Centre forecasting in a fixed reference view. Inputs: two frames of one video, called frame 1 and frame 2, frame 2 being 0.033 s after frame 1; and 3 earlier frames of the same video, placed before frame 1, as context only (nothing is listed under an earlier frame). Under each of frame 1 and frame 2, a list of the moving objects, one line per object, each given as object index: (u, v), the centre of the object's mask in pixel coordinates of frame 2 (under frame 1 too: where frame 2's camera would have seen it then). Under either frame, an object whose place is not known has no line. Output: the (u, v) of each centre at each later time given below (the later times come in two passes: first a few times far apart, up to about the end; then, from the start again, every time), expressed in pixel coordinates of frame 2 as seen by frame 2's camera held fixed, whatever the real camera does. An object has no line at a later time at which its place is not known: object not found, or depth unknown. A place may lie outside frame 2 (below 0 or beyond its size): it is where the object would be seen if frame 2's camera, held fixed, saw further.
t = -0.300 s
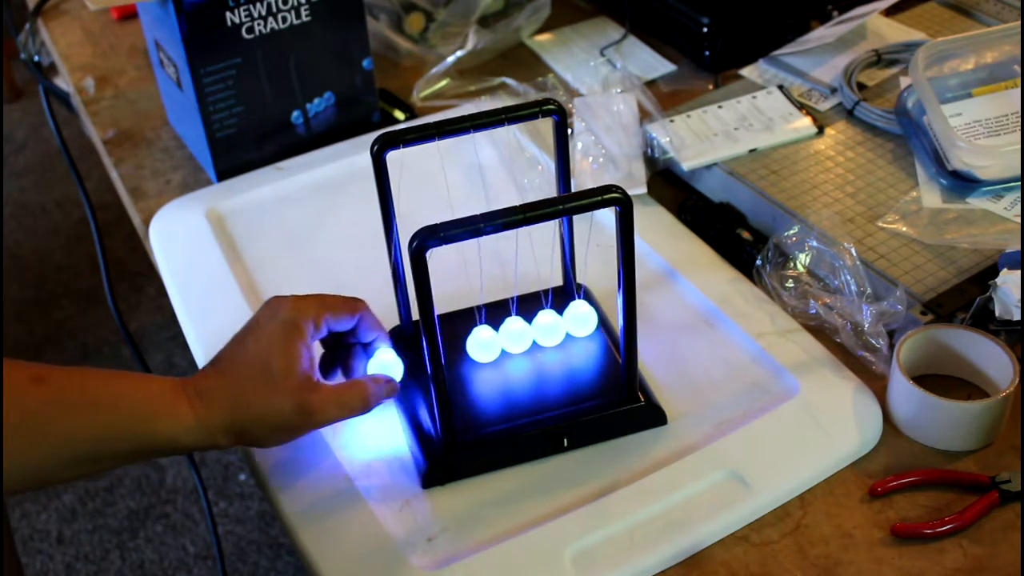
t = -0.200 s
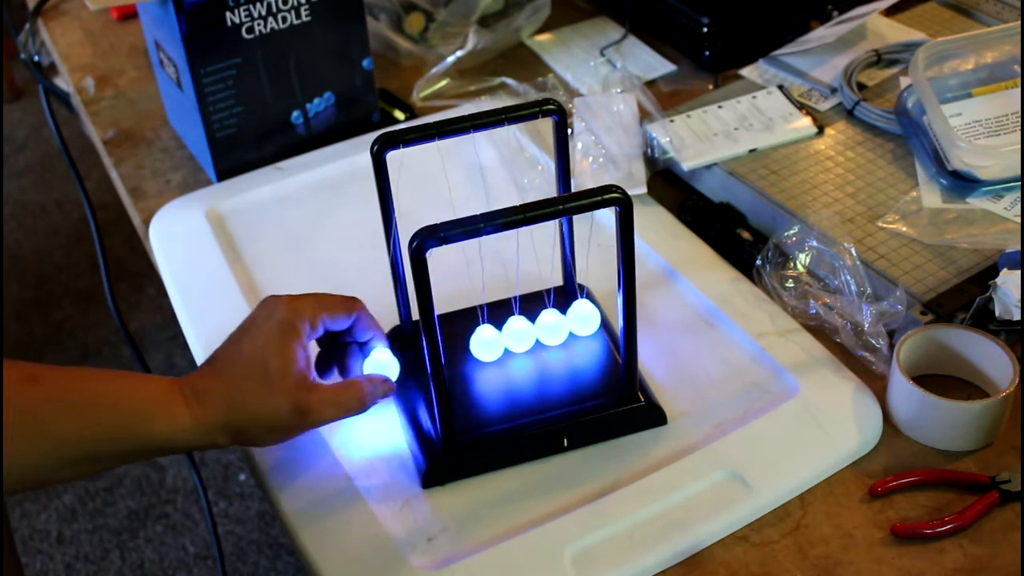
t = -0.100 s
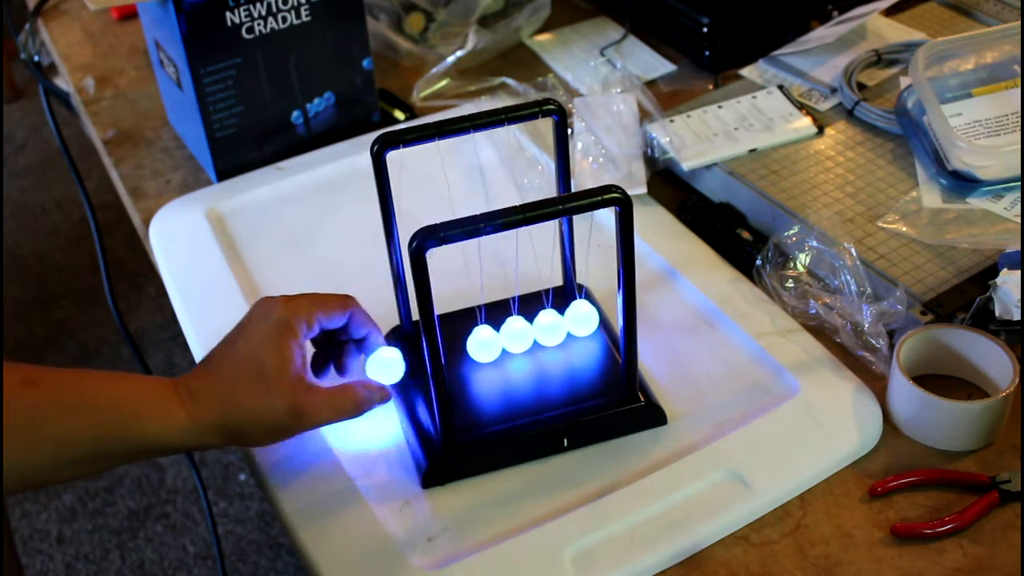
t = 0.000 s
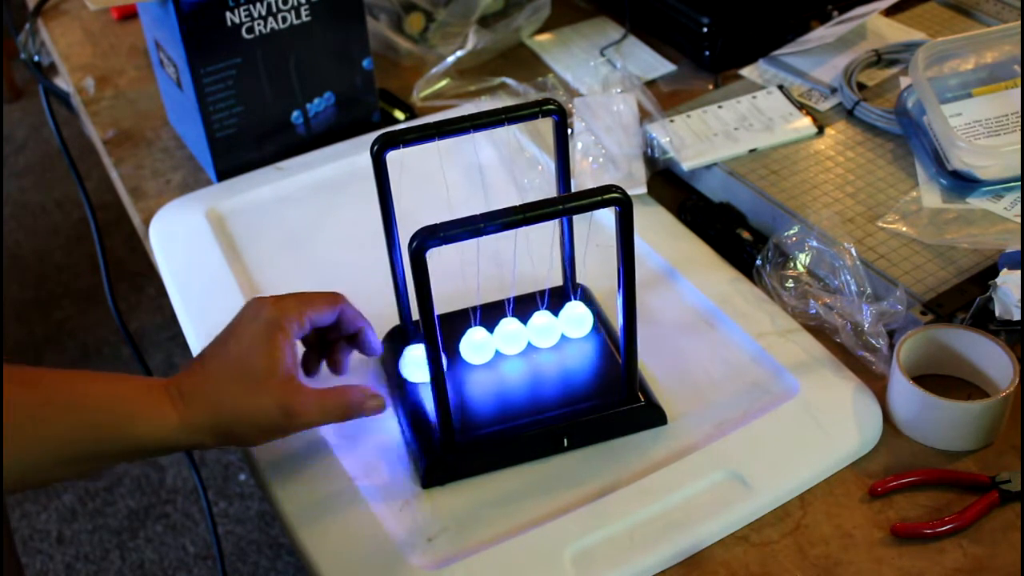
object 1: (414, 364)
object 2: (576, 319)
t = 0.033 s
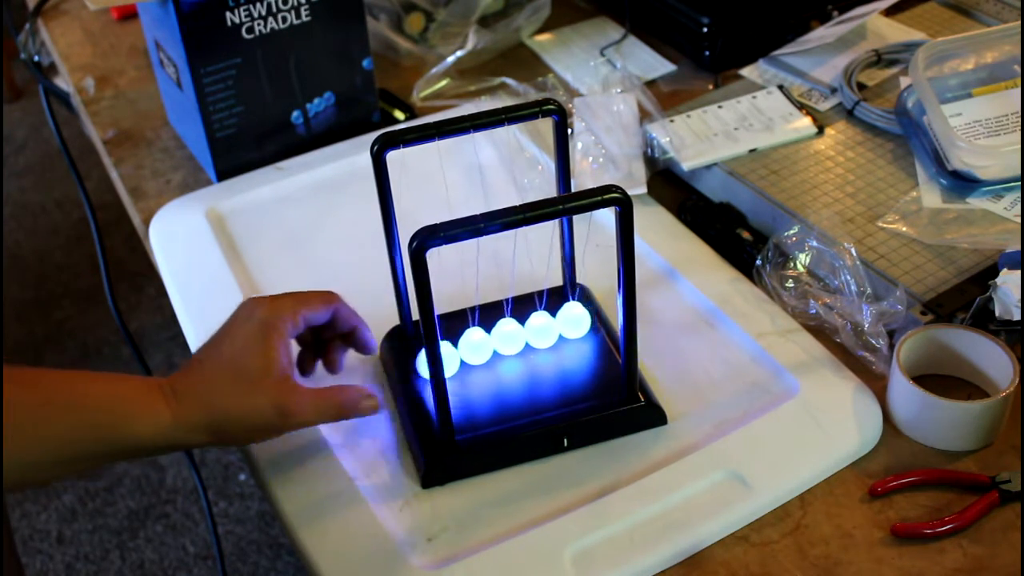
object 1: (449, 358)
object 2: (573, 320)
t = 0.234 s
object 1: (448, 360)
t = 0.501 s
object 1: (413, 364)
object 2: (581, 318)
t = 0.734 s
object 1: (408, 365)
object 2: (577, 319)
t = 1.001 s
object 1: (449, 359)
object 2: (612, 303)
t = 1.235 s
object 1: (450, 358)
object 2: (580, 318)
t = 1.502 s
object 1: (411, 365)
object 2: (576, 319)
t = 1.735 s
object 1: (449, 358)
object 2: (606, 309)
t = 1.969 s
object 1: (452, 357)
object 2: (582, 318)
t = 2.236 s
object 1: (410, 364)
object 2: (576, 319)
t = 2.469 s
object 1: (450, 358)
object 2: (596, 313)
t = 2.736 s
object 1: (452, 357)
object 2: (583, 317)
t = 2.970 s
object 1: (413, 364)
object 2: (575, 319)
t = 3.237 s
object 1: (451, 358)
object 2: (591, 315)
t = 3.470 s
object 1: (452, 358)
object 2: (590, 315)
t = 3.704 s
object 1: (416, 364)
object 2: (575, 320)
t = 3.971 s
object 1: (451, 358)
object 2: (580, 318)
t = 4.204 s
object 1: (452, 357)
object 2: (594, 314)
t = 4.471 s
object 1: (419, 364)
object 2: (574, 320)
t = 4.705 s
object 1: (451, 358)
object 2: (575, 320)
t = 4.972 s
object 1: (452, 357)
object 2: (591, 315)
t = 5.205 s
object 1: (422, 364)
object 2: (573, 320)
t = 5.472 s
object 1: (450, 358)
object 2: (575, 320)
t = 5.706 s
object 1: (453, 357)
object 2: (590, 315)
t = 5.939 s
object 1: (449, 359)
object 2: (573, 320)
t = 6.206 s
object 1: (448, 359)
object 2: (575, 320)
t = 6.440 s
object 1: (453, 357)
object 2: (586, 317)
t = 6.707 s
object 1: (450, 358)
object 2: (572, 320)
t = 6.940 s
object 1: (447, 359)
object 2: (573, 320)
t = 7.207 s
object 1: (454, 357)
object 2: (583, 317)
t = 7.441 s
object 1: (450, 358)
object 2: (576, 319)
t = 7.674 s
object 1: (448, 359)
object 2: (572, 320)
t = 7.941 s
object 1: (454, 357)
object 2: (581, 318)
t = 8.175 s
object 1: (451, 358)
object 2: (577, 319)
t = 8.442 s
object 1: (449, 359)
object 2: (572, 320)
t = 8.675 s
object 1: (453, 357)
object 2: (581, 318)
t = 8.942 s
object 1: (451, 358)
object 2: (575, 319)
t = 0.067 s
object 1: (449, 358)
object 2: (582, 317)
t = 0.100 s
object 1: (448, 359)
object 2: (597, 313)
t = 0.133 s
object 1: (448, 360)
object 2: (605, 309)
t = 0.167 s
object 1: (448, 358)
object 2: (611, 304)
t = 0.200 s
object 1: (448, 359)
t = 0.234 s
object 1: (448, 360)
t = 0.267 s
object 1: (448, 359)
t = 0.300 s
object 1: (449, 358)
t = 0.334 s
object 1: (450, 358)
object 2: (608, 306)
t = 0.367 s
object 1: (451, 359)
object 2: (602, 311)
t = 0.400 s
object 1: (452, 358)
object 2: (590, 315)
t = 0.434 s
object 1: (452, 358)
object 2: (580, 318)
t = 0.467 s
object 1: (419, 363)
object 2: (580, 318)
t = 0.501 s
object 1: (413, 364)
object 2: (581, 318)
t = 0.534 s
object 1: (406, 366)
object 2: (582, 318)
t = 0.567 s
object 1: (397, 365)
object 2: (583, 318)
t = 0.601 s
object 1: (391, 366)
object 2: (582, 317)
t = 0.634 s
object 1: (390, 366)
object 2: (582, 318)
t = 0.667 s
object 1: (393, 366)
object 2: (580, 318)
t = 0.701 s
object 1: (399, 365)
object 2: (579, 319)
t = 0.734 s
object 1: (408, 365)
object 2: (577, 319)
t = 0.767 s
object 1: (415, 365)
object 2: (575, 319)
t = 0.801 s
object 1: (449, 359)
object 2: (574, 320)
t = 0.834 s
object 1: (449, 359)
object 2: (578, 318)
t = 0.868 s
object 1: (449, 358)
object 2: (590, 315)
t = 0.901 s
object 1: (449, 359)
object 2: (600, 311)
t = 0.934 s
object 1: (449, 359)
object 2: (606, 308)
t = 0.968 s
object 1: (449, 359)
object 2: (610, 305)
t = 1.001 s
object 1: (449, 359)
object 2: (612, 303)
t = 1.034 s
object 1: (449, 359)
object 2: (612, 303)
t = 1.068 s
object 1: (449, 358)
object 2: (611, 305)
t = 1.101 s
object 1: (450, 358)
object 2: (607, 307)
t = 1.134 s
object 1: (451, 358)
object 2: (601, 311)
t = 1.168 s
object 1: (451, 358)
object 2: (591, 315)
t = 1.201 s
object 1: (452, 357)
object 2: (582, 318)
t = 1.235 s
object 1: (450, 358)
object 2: (580, 318)
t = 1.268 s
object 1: (417, 364)
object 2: (580, 318)
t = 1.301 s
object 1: (413, 365)
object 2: (581, 318)
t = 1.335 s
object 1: (407, 365)
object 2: (580, 318)
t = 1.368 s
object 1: (401, 365)
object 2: (580, 318)
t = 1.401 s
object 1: (399, 366)
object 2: (579, 318)
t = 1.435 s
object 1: (400, 365)
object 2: (578, 319)
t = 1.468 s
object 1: (405, 365)
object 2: (577, 319)
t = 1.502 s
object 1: (411, 365)
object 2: (576, 319)
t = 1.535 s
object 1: (416, 364)
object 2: (575, 319)
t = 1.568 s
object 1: (448, 359)
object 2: (574, 320)
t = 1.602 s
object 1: (449, 358)
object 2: (576, 319)
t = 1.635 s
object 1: (449, 359)
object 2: (584, 317)
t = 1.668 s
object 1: (449, 358)
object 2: (594, 314)
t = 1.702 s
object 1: (449, 358)
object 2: (602, 311)
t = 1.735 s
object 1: (449, 358)
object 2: (606, 309)
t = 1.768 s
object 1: (450, 359)
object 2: (608, 307)
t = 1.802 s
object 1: (450, 358)
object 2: (609, 306)
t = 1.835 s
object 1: (451, 357)
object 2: (608, 307)
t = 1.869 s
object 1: (451, 358)
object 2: (605, 309)
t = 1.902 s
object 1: (452, 358)
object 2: (600, 312)
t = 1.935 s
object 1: (452, 358)
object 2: (591, 315)
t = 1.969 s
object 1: (452, 357)
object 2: (582, 318)
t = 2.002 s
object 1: (451, 358)
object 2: (579, 318)
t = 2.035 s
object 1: (420, 363)
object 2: (580, 318)
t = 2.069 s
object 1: (417, 364)
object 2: (580, 318)
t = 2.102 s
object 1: (413, 364)
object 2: (580, 318)
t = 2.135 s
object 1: (410, 365)
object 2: (579, 319)
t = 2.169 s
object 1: (407, 365)
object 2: (578, 319)
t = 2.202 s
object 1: (408, 365)
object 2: (577, 319)
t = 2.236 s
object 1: (410, 364)
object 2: (576, 319)
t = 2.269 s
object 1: (414, 364)
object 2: (575, 320)
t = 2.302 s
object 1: (417, 364)
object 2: (574, 320)
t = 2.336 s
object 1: (421, 363)
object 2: (573, 320)
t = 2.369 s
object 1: (450, 358)
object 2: (574, 320)
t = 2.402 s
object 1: (450, 358)
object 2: (580, 318)
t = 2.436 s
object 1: (450, 358)
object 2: (589, 316)
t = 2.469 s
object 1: (450, 358)
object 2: (596, 313)
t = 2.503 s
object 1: (450, 358)
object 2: (601, 311)
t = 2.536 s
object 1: (450, 358)
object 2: (604, 310)
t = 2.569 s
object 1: (451, 358)
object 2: (605, 309)
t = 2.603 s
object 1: (451, 357)
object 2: (605, 309)
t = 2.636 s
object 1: (451, 357)
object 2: (603, 311)
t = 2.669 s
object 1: (451, 358)
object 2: (598, 313)
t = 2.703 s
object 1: (452, 358)
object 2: (591, 315)
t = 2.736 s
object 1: (452, 357)
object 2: (583, 317)
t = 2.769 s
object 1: (452, 357)
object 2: (578, 319)
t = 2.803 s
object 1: (449, 359)
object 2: (577, 319)
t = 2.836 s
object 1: (419, 364)
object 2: (577, 319)
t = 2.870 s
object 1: (417, 364)
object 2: (577, 319)
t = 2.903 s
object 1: (414, 364)
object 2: (576, 319)
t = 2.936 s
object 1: (413, 364)
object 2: (576, 319)
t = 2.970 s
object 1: (413, 364)
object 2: (575, 319)
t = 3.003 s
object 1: (414, 364)
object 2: (575, 320)
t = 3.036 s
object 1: (415, 364)
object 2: (574, 320)
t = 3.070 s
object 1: (418, 364)
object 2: (574, 320)
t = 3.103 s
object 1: (421, 364)
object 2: (574, 320)
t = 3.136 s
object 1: (450, 358)
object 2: (574, 320)
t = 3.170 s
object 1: (450, 358)
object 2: (577, 319)
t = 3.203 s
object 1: (450, 358)
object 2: (584, 317)
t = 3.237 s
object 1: (451, 358)
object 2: (591, 315)
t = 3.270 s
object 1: (451, 358)
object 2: (597, 313)
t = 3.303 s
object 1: (451, 358)
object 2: (600, 312)
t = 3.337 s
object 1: (452, 358)
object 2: (602, 311)
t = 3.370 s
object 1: (452, 358)
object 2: (602, 311)
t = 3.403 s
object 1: (452, 357)
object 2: (600, 312)
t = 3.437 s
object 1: (452, 357)
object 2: (596, 313)
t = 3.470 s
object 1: (452, 358)
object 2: (590, 315)
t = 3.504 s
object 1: (452, 358)
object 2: (584, 317)
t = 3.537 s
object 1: (452, 358)
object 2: (578, 319)
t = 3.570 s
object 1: (450, 358)
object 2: (577, 319)
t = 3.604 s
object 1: (422, 364)
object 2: (577, 319)
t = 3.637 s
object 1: (419, 364)
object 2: (576, 319)
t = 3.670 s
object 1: (417, 364)
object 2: (576, 319)
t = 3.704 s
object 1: (416, 364)
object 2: (575, 320)
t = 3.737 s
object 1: (416, 364)
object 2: (574, 320)
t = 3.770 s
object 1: (416, 364)
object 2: (574, 320)
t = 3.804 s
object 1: (417, 364)
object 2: (574, 320)
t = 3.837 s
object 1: (419, 364)
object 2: (573, 320)
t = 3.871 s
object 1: (421, 364)
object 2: (573, 320)
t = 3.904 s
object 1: (449, 358)
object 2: (574, 320)
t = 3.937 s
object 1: (451, 358)
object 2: (575, 319)
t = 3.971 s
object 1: (451, 358)
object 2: (580, 318)
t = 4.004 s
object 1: (451, 358)
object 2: (586, 316)
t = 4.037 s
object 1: (452, 357)
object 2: (591, 315)
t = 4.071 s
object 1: (452, 357)
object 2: (595, 314)
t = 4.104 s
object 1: (452, 358)
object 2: (597, 313)
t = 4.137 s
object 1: (452, 358)
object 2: (598, 313)
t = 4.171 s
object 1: (452, 357)
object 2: (596, 313)
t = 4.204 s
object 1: (452, 357)
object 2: (594, 314)
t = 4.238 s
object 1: (452, 358)
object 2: (590, 315)
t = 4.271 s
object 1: (452, 358)
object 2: (584, 317)
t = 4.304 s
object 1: (452, 358)
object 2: (579, 319)
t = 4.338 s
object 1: (451, 358)
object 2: (576, 319)
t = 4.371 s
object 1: (449, 359)
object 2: (576, 319)
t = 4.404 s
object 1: (422, 364)
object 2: (575, 320)
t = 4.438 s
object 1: (420, 364)
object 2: (574, 320)
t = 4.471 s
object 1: (419, 364)
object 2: (574, 320)
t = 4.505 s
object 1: (418, 364)
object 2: (573, 320)
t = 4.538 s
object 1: (418, 364)
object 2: (573, 320)
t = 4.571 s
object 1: (419, 364)
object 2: (573, 320)
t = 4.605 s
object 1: (420, 364)
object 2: (573, 320)
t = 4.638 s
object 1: (422, 364)
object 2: (574, 320)
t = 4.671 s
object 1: (449, 359)
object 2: (574, 320)
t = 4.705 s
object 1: (451, 358)
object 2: (575, 320)
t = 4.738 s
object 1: (451, 358)
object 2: (578, 319)
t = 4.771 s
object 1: (452, 358)
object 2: (582, 318)
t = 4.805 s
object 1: (452, 358)
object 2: (587, 316)
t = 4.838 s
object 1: (452, 357)
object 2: (590, 315)
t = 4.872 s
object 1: (452, 357)
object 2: (592, 315)
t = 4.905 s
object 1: (452, 357)
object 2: (593, 314)
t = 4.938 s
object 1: (452, 357)
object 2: (593, 314)
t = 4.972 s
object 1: (452, 357)
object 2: (591, 315)
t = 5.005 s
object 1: (452, 357)
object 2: (588, 316)
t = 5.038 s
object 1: (452, 357)
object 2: (584, 317)
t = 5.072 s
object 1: (452, 357)
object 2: (580, 318)
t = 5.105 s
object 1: (451, 358)
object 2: (576, 319)
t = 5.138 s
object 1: (450, 358)
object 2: (574, 320)
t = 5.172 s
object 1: (448, 359)
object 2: (573, 320)
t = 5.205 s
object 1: (422, 364)
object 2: (573, 320)
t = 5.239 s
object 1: (421, 364)
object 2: (572, 320)
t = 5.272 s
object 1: (420, 364)
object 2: (572, 320)
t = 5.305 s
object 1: (420, 364)
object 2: (572, 320)
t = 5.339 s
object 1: (420, 364)
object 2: (572, 320)
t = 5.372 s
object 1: (421, 364)
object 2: (573, 320)
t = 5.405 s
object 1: (422, 364)
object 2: (573, 320)
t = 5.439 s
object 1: (448, 359)
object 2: (574, 320)
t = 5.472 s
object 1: (450, 358)
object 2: (575, 320)
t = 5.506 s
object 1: (452, 358)
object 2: (576, 319)
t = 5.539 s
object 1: (452, 358)
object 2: (579, 318)
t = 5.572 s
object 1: (453, 357)
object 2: (583, 318)
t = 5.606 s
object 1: (453, 357)
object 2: (586, 317)
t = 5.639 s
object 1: (453, 357)
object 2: (588, 316)
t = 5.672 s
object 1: (453, 357)
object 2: (589, 315)
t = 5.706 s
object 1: (453, 357)
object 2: (590, 315)
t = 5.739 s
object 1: (453, 357)
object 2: (589, 316)
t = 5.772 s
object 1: (452, 357)
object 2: (587, 316)
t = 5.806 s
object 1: (452, 358)
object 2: (584, 317)
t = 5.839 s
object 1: (451, 358)
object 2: (580, 318)
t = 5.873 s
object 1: (451, 358)
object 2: (577, 319)
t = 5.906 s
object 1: (450, 358)
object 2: (574, 320)
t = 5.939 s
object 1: (449, 359)
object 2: (573, 320)
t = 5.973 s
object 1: (448, 359)
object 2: (572, 320)
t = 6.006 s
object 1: (447, 359)
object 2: (572, 320)
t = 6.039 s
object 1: (422, 364)
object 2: (572, 320)
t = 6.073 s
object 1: (422, 364)
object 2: (572, 320)
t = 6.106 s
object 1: (422, 364)
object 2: (572, 320)
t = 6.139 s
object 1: (422, 364)
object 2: (573, 320)
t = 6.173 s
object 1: (447, 360)
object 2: (574, 320)
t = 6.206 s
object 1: (448, 359)
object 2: (575, 320)
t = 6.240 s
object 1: (450, 358)
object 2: (576, 319)
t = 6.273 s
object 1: (451, 358)
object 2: (577, 319)
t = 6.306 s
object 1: (453, 358)
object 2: (578, 319)
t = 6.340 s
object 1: (453, 357)
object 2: (580, 318)
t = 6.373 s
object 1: (453, 357)
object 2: (582, 318)
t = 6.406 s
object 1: (453, 357)
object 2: (585, 317)
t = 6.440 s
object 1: (453, 357)
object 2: (586, 317)
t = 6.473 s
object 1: (453, 357)
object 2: (587, 316)
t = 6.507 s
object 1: (453, 357)
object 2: (586, 317)
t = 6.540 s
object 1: (452, 357)
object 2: (585, 317)
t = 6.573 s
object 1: (452, 358)
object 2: (583, 317)
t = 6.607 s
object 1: (451, 358)
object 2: (581, 318)
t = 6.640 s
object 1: (451, 358)
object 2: (578, 319)
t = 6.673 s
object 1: (450, 358)
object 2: (575, 320)
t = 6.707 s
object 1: (450, 358)
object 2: (572, 320)
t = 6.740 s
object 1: (449, 359)
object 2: (571, 320)
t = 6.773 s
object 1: (448, 359)
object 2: (571, 320)
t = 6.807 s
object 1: (447, 359)
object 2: (571, 320)
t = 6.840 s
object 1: (447, 359)
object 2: (571, 320)
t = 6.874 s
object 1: (446, 360)
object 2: (571, 320)
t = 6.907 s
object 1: (447, 359)
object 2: (572, 320)
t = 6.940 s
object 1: (447, 359)
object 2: (573, 320)
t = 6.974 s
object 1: (448, 359)
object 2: (575, 319)
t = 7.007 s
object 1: (449, 358)
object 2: (576, 319)
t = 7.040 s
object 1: (451, 358)
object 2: (577, 319)
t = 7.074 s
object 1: (452, 357)
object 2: (579, 319)
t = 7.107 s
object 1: (453, 357)
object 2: (579, 318)
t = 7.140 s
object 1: (454, 357)
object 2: (580, 318)
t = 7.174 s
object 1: (454, 357)
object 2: (582, 318)
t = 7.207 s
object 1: (454, 357)
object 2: (583, 317)
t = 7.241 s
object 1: (453, 357)
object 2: (584, 317)
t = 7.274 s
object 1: (453, 357)
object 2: (584, 317)
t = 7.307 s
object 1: (452, 358)
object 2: (583, 317)
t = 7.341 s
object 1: (452, 358)
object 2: (582, 318)
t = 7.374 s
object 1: (451, 358)
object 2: (580, 318)
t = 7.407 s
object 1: (450, 358)
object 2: (578, 319)
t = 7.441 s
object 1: (450, 358)
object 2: (576, 319)
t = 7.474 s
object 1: (449, 359)
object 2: (573, 320)
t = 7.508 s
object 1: (449, 359)
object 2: (571, 320)
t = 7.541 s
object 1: (449, 359)
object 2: (570, 321)
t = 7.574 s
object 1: (448, 359)
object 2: (570, 321)
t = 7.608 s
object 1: (448, 359)
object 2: (570, 321)
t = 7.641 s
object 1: (448, 359)
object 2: (571, 320)
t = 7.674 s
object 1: (448, 359)
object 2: (572, 320)
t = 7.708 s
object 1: (448, 359)
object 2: (573, 320)
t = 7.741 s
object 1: (449, 359)
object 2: (575, 320)
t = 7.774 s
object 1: (449, 358)
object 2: (576, 319)
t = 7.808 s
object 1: (450, 358)
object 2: (578, 319)
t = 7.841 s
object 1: (451, 358)
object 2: (579, 318)
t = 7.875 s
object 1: (452, 357)
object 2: (580, 318)
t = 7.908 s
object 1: (453, 357)
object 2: (580, 318)
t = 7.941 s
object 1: (454, 357)
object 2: (581, 318)
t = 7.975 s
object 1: (454, 357)
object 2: (581, 318)
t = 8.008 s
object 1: (454, 357)
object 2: (581, 318)
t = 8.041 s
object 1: (453, 357)
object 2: (581, 318)
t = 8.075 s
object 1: (453, 357)
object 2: (581, 318)
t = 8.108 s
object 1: (452, 357)
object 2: (580, 318)
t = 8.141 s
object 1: (451, 358)
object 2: (579, 318)
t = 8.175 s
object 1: (451, 358)
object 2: (577, 319)
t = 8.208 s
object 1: (450, 358)
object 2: (576, 319)
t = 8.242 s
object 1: (449, 359)
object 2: (574, 320)
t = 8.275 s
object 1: (449, 359)
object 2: (572, 320)
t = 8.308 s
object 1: (448, 359)
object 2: (571, 320)
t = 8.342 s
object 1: (449, 359)
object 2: (570, 321)
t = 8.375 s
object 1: (448, 359)
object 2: (570, 321)
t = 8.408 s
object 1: (449, 359)
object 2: (571, 321)
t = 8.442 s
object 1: (449, 359)
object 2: (572, 320)
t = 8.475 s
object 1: (449, 359)
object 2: (573, 320)
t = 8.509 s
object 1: (450, 358)
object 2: (575, 320)
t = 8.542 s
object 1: (450, 358)
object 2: (576, 319)
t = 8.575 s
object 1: (451, 358)
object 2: (578, 319)
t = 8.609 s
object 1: (452, 358)
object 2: (579, 318)
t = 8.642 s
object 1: (452, 357)
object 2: (580, 318)
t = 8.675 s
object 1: (453, 357)
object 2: (581, 318)
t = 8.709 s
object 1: (453, 357)
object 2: (581, 318)
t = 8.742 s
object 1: (454, 357)
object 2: (581, 318)
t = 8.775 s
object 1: (454, 357)
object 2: (581, 318)
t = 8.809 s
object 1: (454, 357)
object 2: (580, 318)
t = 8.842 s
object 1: (453, 357)
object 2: (579, 318)
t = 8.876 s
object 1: (452, 357)
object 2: (577, 319)
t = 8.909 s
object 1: (451, 358)
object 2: (576, 319)
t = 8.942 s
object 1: (451, 358)
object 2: (575, 319)
